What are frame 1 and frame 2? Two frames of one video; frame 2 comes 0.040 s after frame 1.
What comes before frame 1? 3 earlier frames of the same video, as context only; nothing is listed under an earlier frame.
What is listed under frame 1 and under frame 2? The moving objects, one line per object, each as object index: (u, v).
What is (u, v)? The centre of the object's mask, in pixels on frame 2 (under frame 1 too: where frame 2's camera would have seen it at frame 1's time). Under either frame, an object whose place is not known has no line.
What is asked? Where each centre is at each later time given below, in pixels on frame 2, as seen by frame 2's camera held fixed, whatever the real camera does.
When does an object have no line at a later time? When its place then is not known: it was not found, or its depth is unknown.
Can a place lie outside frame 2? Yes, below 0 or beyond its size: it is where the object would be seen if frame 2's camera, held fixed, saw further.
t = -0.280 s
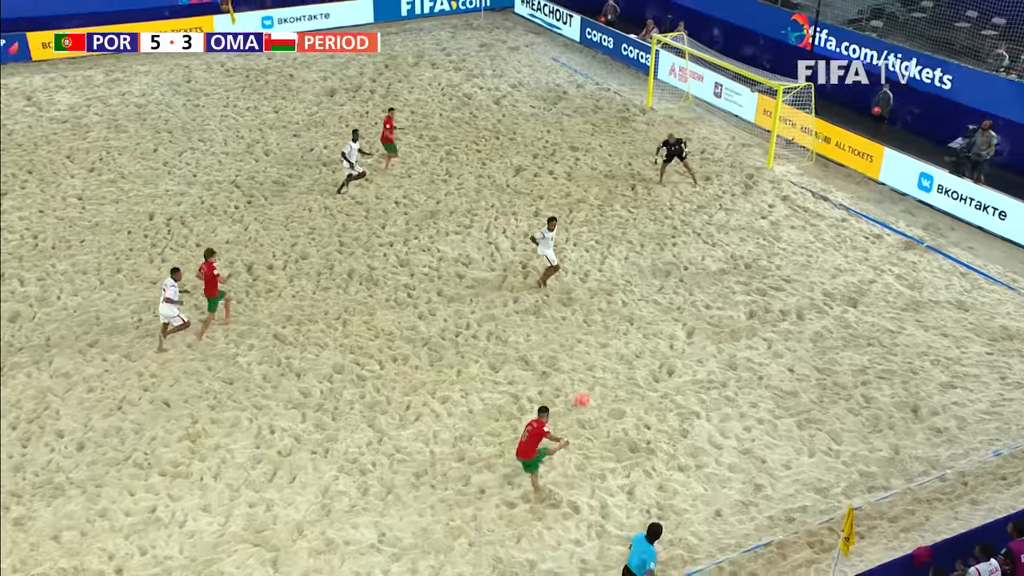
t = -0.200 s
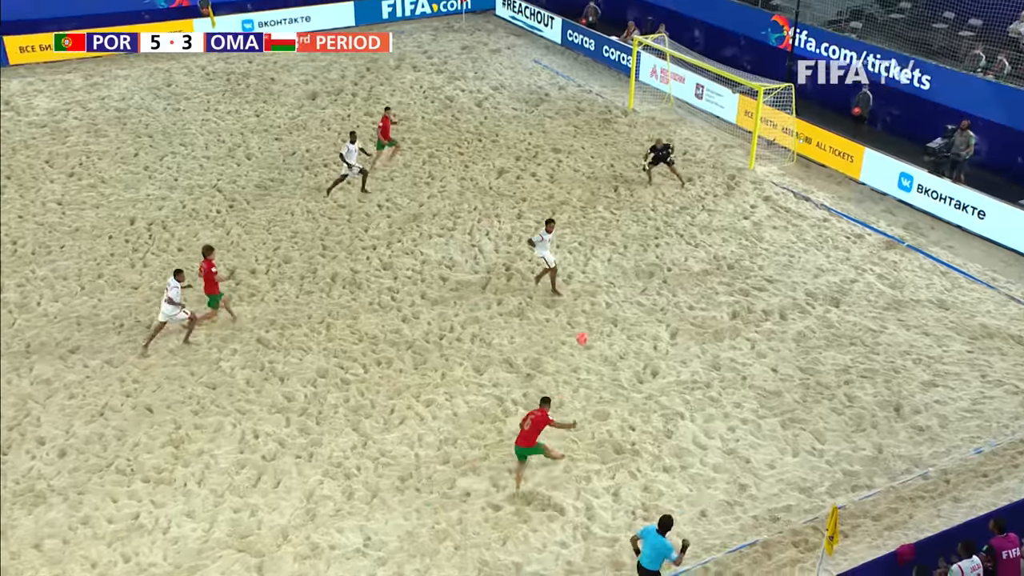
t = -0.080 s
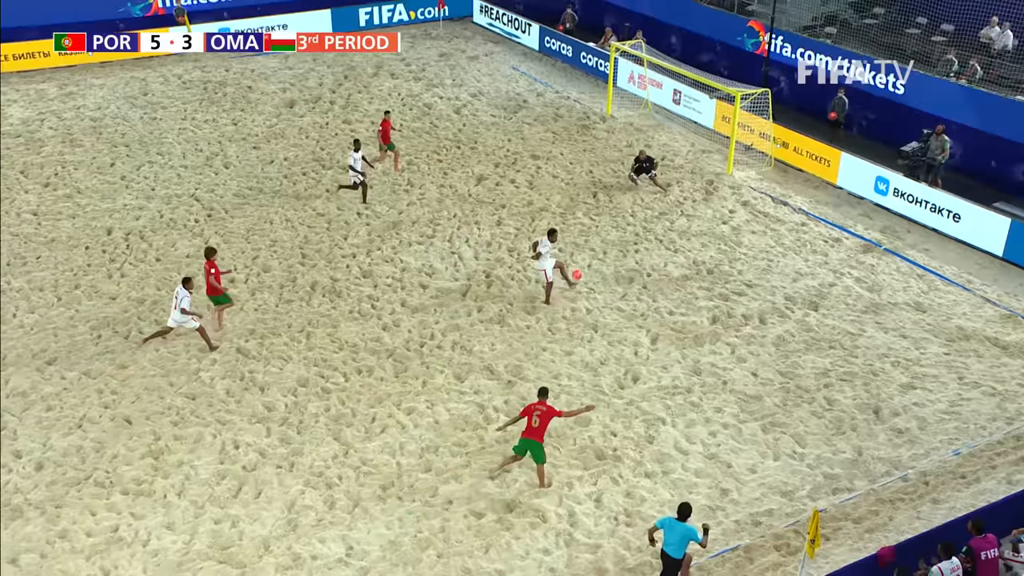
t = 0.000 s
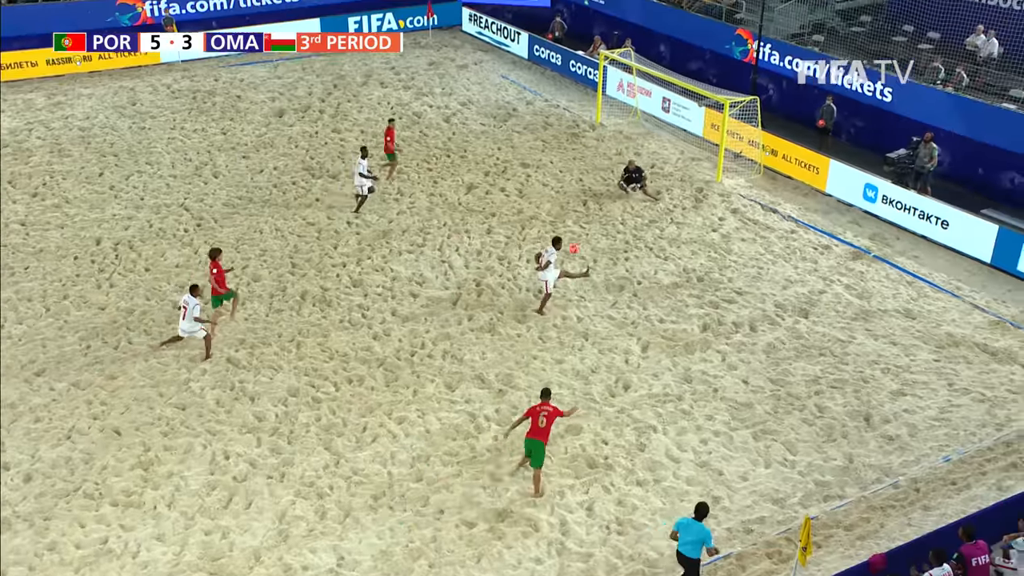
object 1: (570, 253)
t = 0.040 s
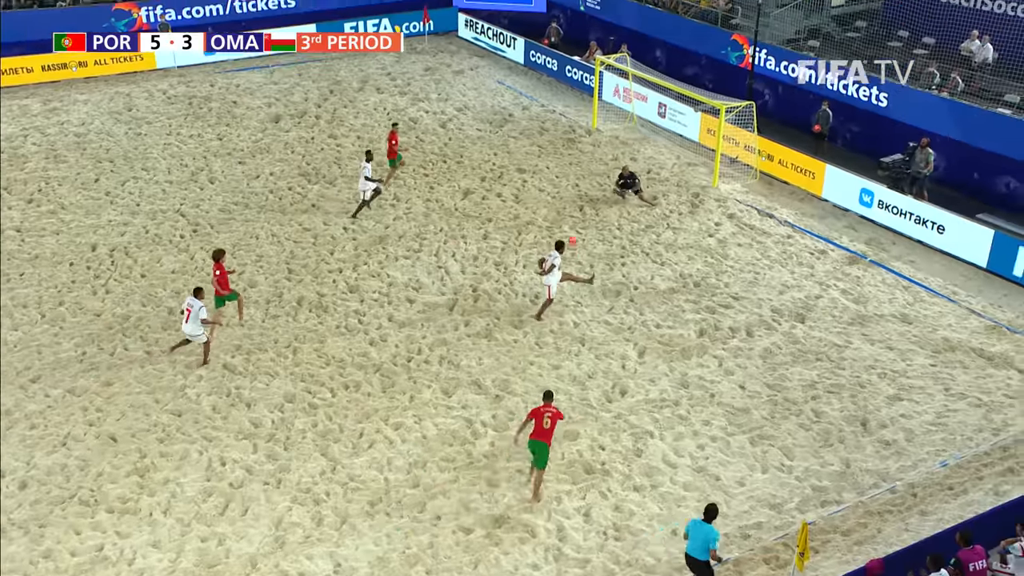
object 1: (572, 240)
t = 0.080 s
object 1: (574, 229)
